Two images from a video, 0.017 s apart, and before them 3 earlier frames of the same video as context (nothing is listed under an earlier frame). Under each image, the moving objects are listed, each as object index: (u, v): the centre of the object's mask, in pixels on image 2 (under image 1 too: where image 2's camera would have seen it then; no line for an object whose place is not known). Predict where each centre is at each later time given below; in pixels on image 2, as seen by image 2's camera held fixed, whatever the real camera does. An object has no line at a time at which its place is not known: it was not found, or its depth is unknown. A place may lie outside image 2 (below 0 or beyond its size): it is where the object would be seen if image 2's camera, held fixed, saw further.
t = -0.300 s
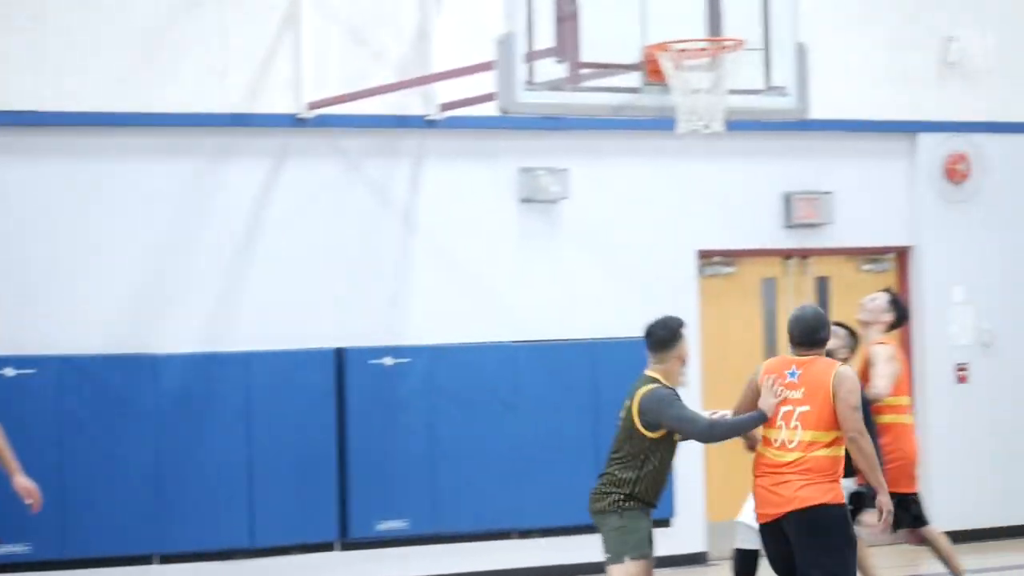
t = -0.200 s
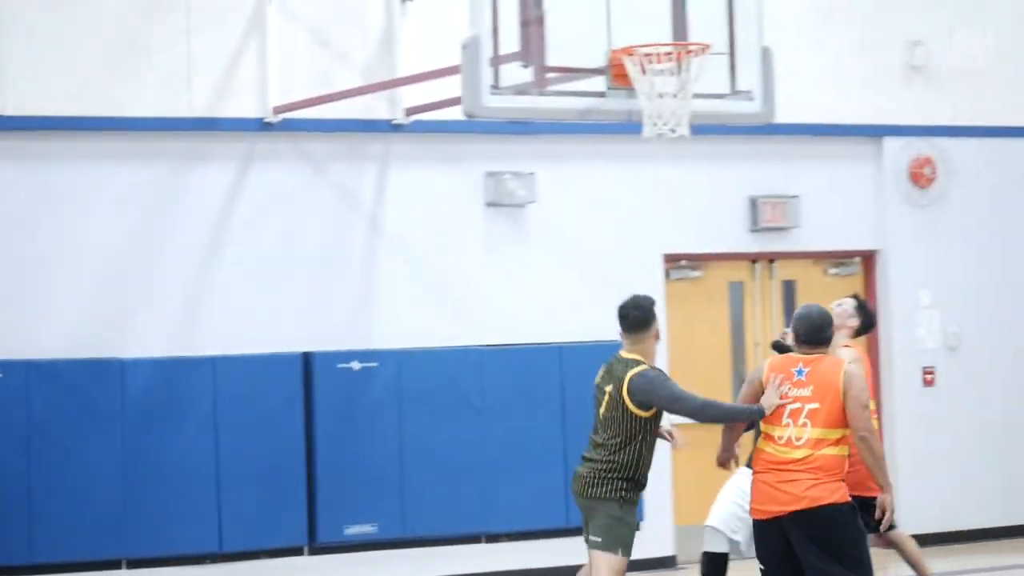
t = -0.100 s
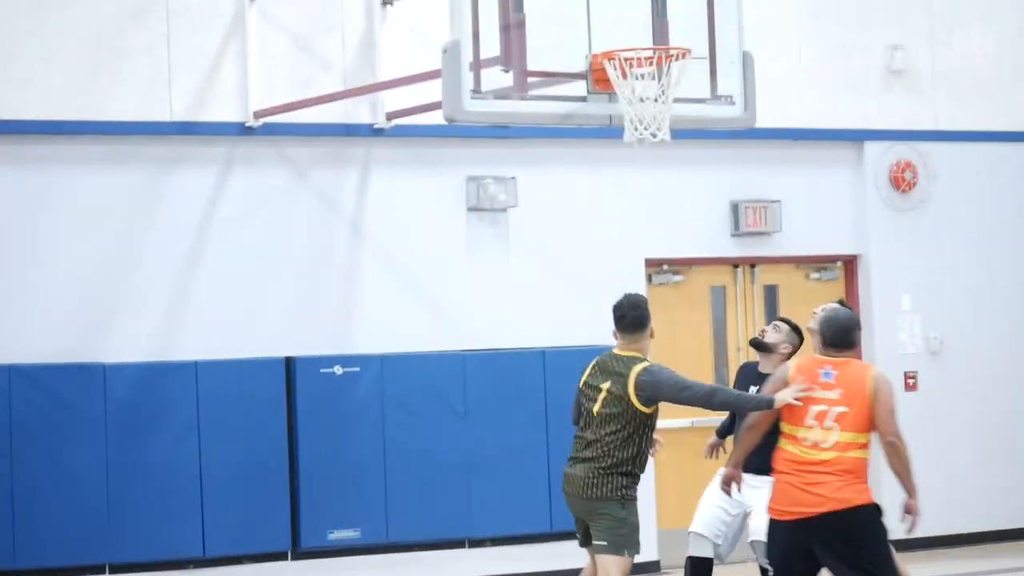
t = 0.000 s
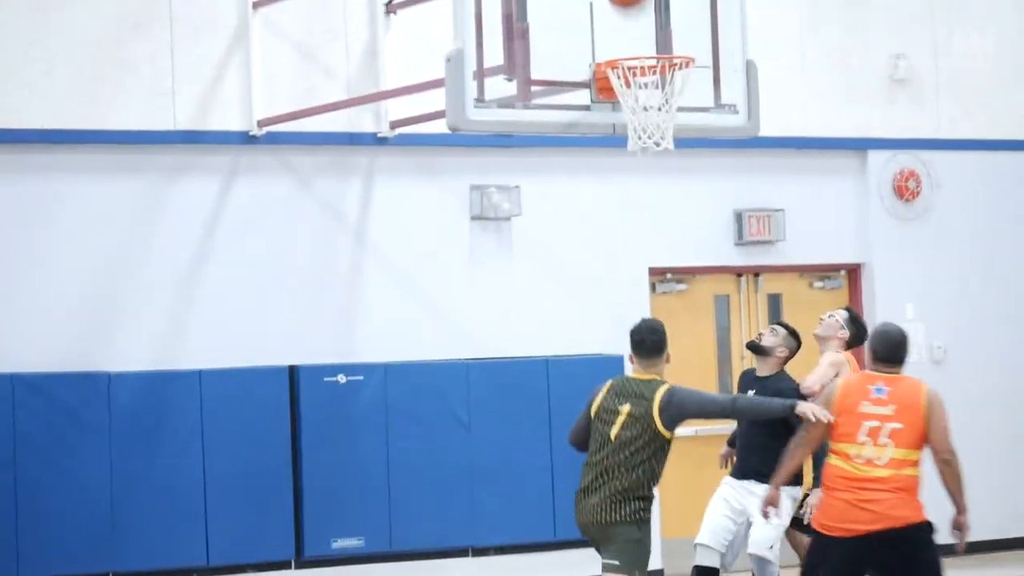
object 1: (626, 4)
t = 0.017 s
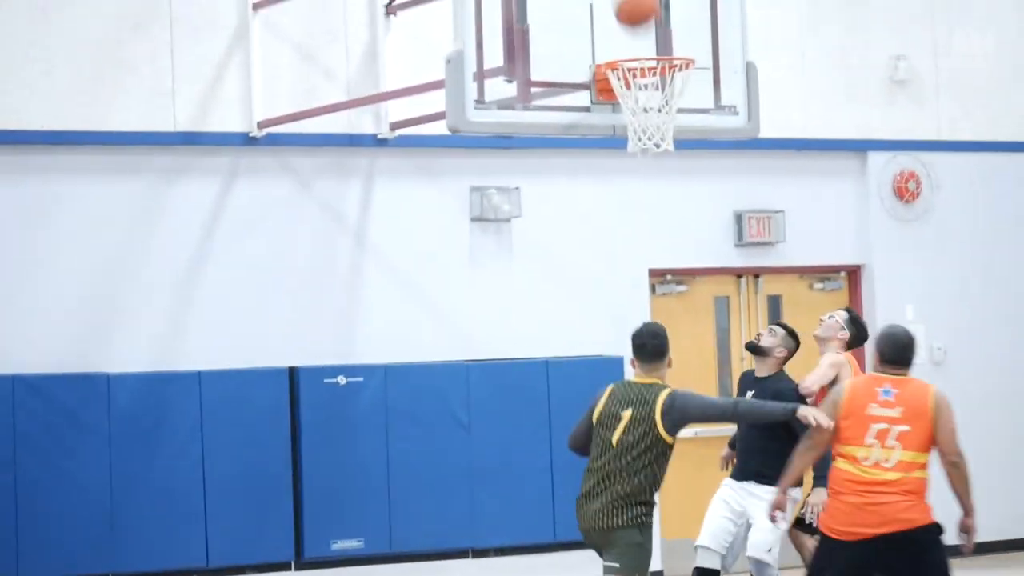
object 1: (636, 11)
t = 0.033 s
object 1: (645, 26)
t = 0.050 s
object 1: (652, 41)
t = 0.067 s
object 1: (658, 50)
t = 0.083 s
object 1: (664, 65)
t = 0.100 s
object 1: (668, 78)
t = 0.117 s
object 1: (671, 85)
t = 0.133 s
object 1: (667, 97)
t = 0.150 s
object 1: (665, 103)
